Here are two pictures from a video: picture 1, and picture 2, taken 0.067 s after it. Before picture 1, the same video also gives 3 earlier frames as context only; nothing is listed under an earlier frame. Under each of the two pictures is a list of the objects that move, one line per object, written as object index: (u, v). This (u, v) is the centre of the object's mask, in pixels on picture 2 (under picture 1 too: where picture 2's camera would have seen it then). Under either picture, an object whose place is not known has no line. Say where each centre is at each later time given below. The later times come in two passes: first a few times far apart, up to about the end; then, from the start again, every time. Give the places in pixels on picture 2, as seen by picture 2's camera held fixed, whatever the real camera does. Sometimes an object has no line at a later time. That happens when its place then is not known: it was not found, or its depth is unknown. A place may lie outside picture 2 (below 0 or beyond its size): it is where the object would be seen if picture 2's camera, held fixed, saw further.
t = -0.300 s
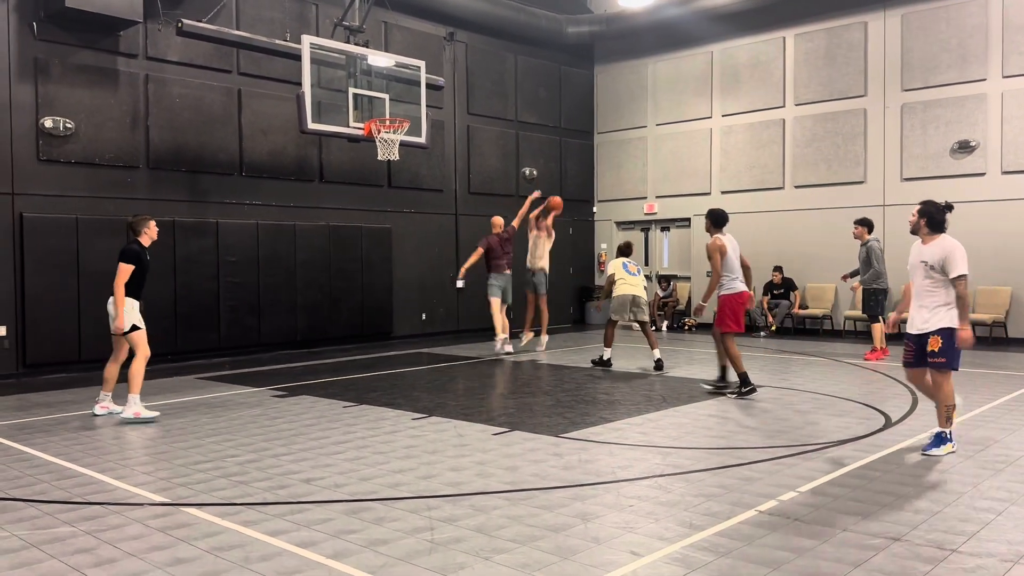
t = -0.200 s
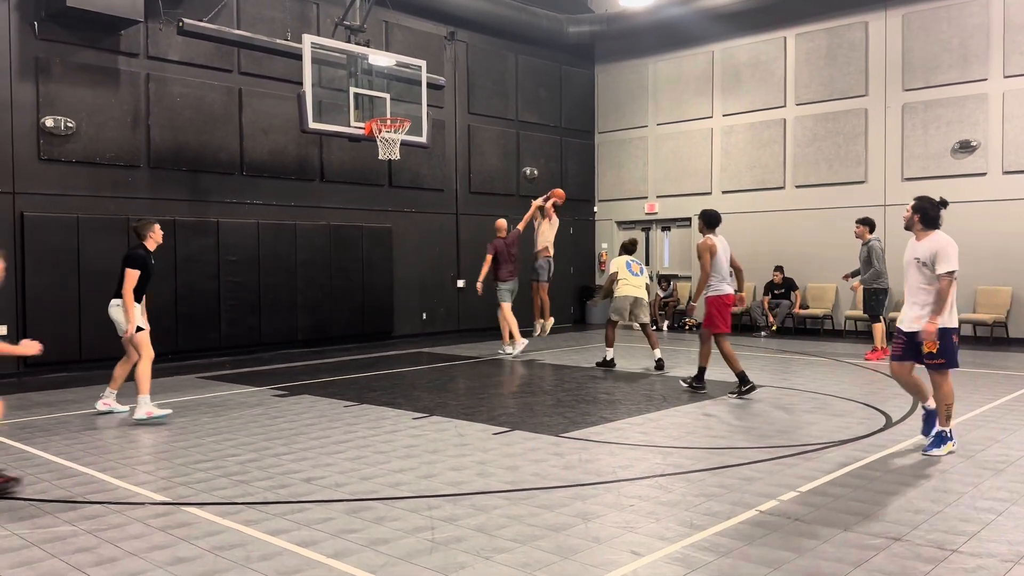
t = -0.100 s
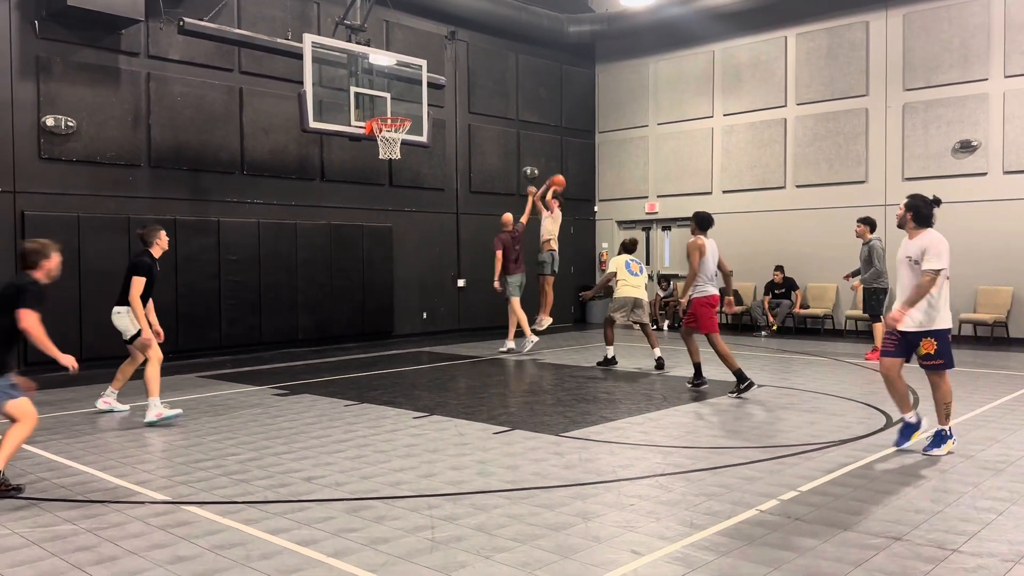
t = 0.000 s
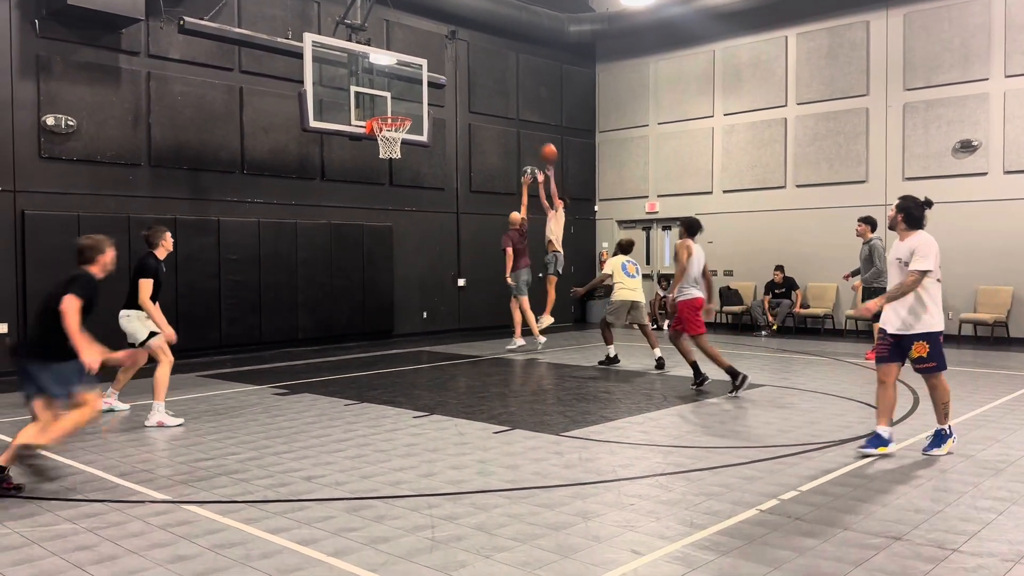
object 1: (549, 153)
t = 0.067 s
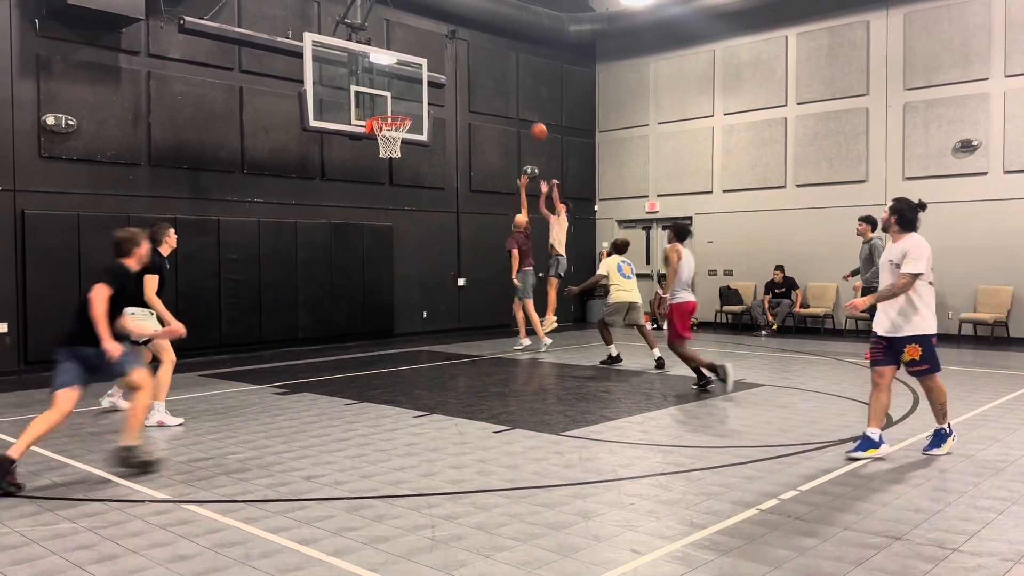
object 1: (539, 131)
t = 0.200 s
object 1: (517, 98)
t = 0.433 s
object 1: (477, 66)
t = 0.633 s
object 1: (438, 70)
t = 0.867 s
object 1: (393, 108)
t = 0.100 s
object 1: (533, 122)
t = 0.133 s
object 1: (528, 112)
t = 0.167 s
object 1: (523, 104)
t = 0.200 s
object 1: (517, 98)
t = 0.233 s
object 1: (512, 91)
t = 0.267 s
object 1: (506, 85)
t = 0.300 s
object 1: (500, 80)
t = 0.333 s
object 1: (494, 75)
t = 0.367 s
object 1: (488, 71)
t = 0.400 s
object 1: (482, 68)
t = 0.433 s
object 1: (477, 66)
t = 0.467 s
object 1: (470, 64)
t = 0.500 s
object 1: (464, 64)
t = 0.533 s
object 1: (459, 64)
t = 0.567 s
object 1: (451, 65)
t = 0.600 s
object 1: (444, 67)
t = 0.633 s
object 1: (438, 70)
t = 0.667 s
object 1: (432, 74)
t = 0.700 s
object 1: (425, 79)
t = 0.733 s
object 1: (418, 85)
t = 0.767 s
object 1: (411, 90)
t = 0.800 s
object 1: (405, 99)
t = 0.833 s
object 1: (398, 107)
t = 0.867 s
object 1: (393, 108)
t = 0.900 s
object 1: (387, 107)
